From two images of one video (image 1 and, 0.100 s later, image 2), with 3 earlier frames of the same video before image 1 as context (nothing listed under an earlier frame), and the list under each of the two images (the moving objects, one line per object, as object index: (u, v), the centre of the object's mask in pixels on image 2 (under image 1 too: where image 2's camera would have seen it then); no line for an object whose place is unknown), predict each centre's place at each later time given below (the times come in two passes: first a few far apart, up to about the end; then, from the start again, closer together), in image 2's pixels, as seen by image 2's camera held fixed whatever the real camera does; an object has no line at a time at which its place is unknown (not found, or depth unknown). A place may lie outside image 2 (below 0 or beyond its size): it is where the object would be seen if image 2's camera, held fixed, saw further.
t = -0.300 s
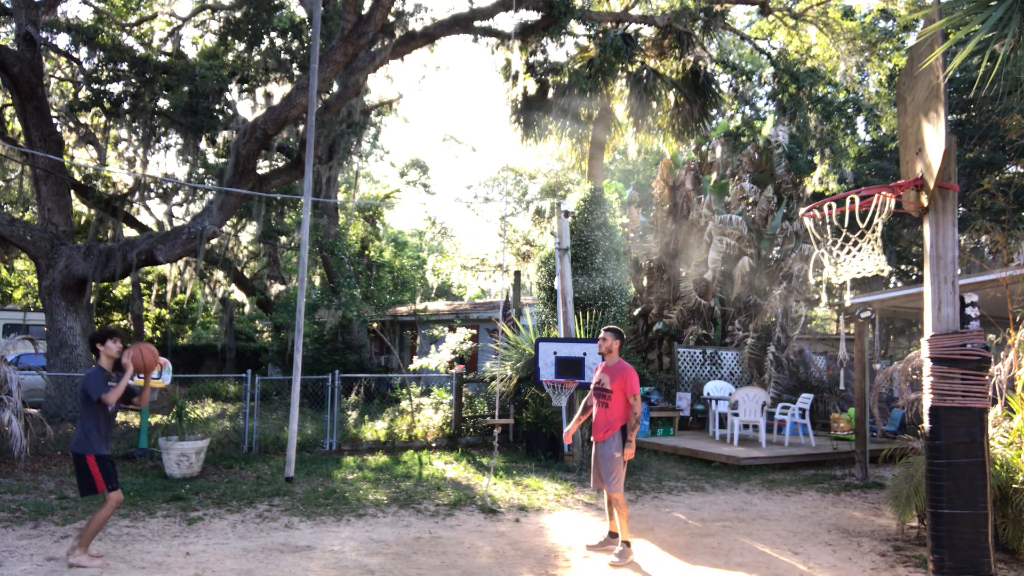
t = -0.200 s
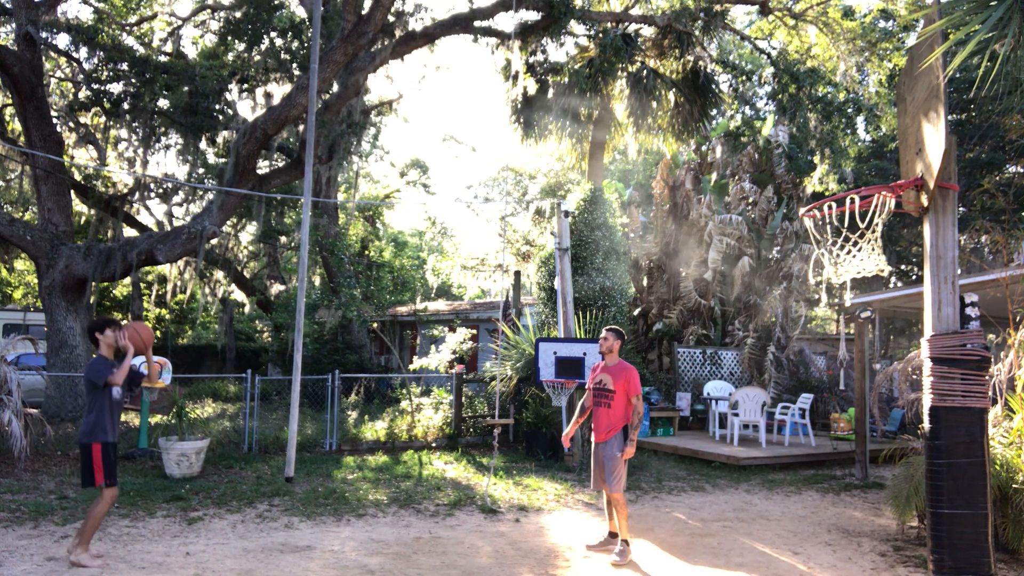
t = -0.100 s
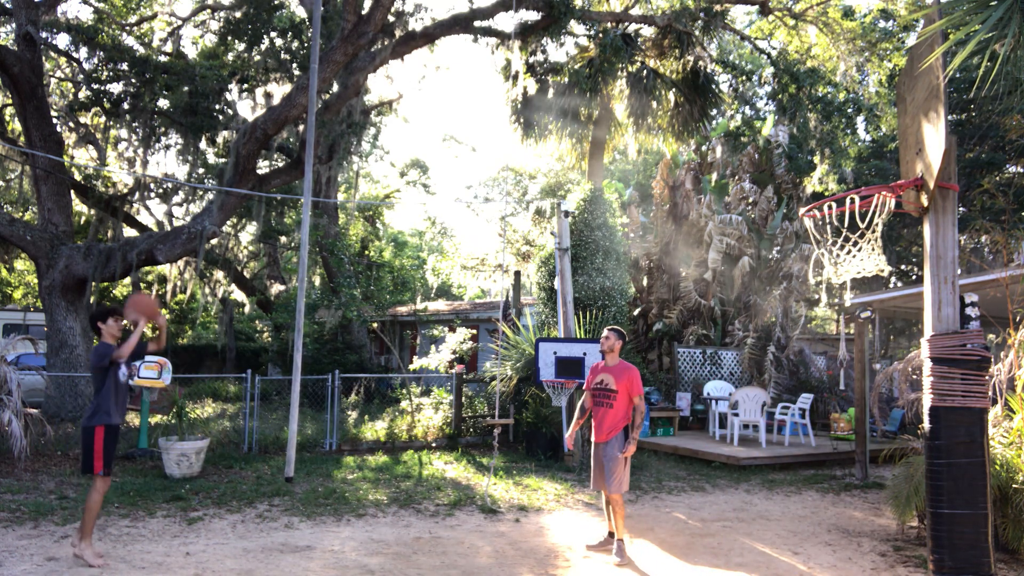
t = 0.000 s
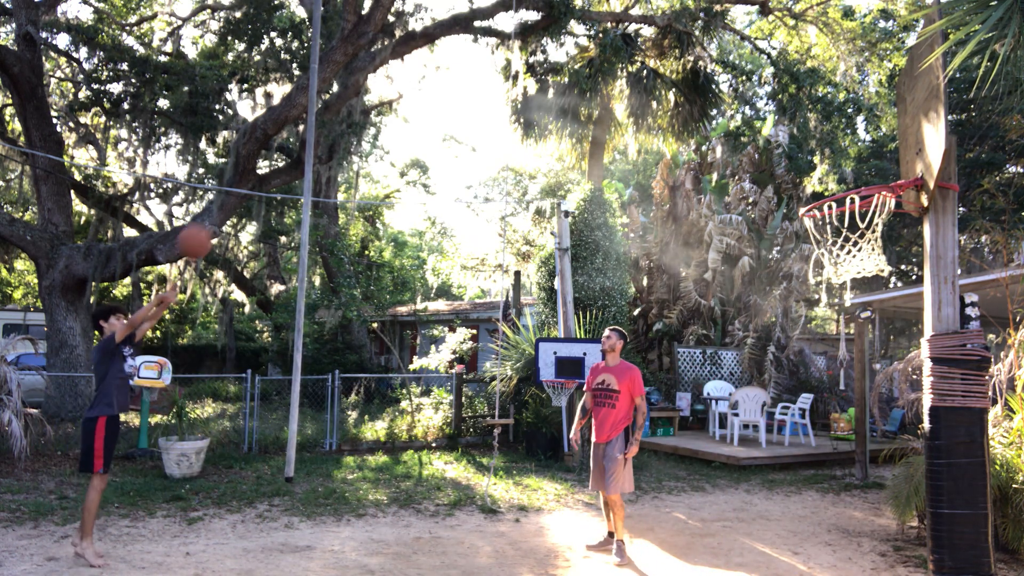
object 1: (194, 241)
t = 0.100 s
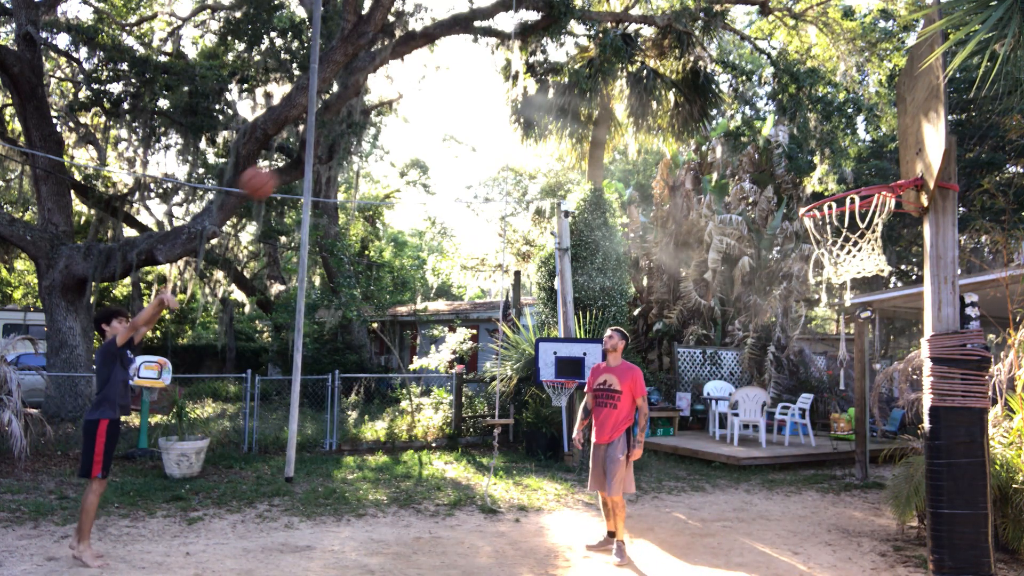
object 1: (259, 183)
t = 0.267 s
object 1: (364, 114)
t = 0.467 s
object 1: (502, 79)
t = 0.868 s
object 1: (793, 195)
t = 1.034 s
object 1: (837, 169)
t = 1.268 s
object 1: (857, 162)
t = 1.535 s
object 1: (824, 208)
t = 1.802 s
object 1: (875, 263)
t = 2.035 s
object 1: (892, 336)
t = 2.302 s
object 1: (885, 516)
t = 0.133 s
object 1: (281, 166)
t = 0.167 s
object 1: (301, 151)
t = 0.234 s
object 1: (343, 124)
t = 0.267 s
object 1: (364, 114)
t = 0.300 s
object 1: (386, 105)
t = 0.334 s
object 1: (408, 98)
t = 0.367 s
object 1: (430, 90)
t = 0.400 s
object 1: (453, 85)
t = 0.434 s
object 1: (476, 83)
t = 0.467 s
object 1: (502, 79)
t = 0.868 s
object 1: (793, 195)
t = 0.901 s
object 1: (803, 190)
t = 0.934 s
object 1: (811, 182)
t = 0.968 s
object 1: (820, 176)
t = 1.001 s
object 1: (829, 172)
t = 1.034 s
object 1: (837, 169)
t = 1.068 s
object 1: (845, 168)
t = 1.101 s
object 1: (854, 169)
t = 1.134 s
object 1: (863, 171)
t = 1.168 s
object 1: (869, 171)
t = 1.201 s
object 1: (865, 168)
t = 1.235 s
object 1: (861, 164)
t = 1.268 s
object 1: (857, 162)
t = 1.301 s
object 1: (853, 161)
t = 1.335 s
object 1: (849, 162)
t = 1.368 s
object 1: (844, 165)
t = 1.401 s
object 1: (840, 170)
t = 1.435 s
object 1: (836, 176)
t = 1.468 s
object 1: (830, 182)
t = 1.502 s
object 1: (827, 196)
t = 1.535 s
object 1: (824, 208)
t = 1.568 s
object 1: (829, 215)
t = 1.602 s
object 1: (837, 222)
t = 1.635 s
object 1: (845, 229)
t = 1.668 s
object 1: (853, 245)
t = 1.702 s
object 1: (861, 254)
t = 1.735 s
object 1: (866, 255)
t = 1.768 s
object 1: (872, 259)
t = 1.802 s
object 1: (875, 263)
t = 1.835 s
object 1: (878, 276)
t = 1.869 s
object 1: (881, 279)
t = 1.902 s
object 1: (882, 285)
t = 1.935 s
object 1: (884, 294)
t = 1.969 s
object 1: (887, 306)
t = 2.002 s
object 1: (889, 320)
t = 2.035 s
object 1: (892, 336)
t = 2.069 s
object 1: (894, 354)
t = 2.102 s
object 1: (896, 374)
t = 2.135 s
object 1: (898, 396)
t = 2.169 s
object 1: (897, 417)
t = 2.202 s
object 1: (893, 440)
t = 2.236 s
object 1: (890, 464)
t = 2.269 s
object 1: (887, 489)
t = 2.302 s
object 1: (885, 516)
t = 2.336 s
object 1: (881, 545)
